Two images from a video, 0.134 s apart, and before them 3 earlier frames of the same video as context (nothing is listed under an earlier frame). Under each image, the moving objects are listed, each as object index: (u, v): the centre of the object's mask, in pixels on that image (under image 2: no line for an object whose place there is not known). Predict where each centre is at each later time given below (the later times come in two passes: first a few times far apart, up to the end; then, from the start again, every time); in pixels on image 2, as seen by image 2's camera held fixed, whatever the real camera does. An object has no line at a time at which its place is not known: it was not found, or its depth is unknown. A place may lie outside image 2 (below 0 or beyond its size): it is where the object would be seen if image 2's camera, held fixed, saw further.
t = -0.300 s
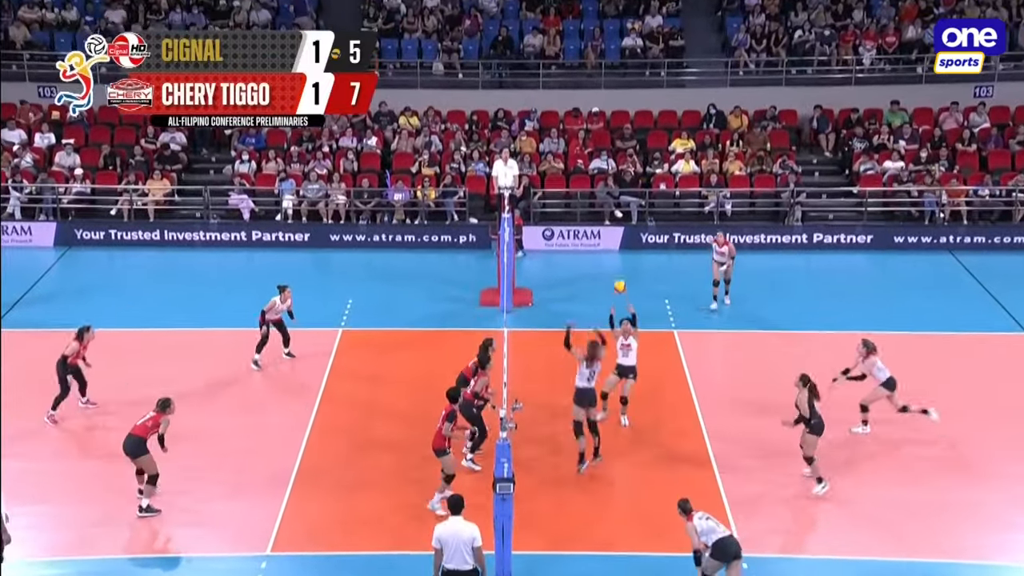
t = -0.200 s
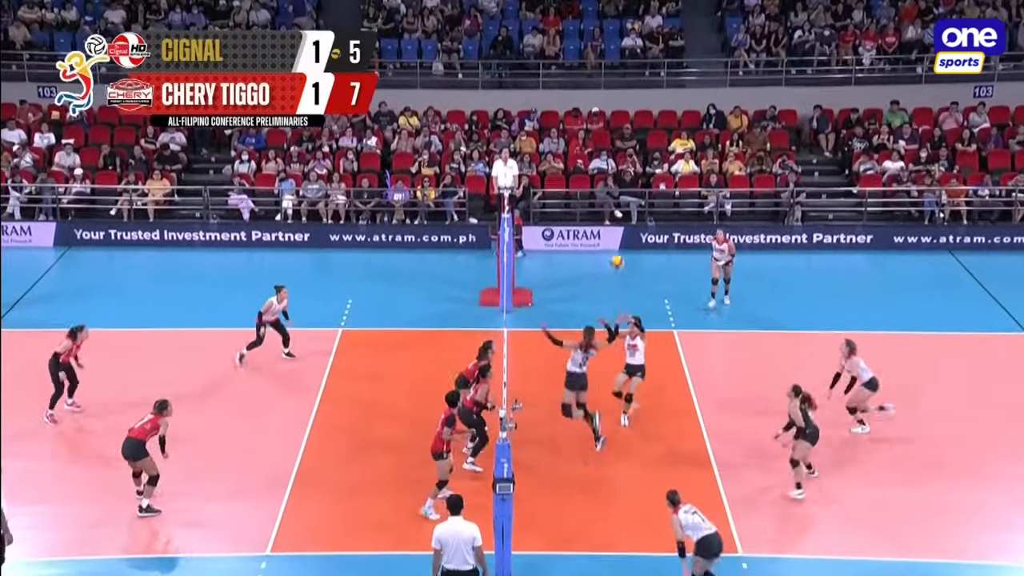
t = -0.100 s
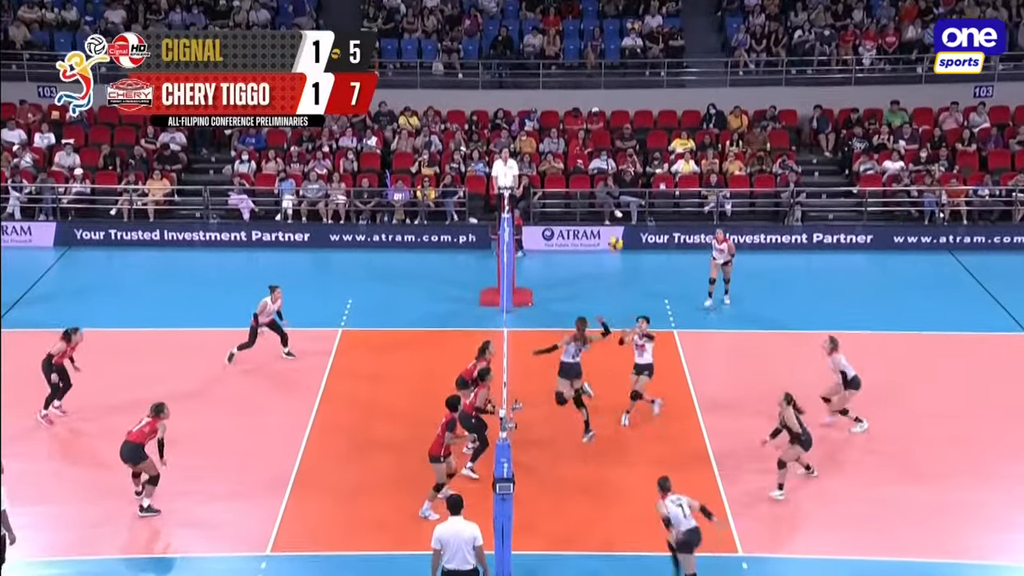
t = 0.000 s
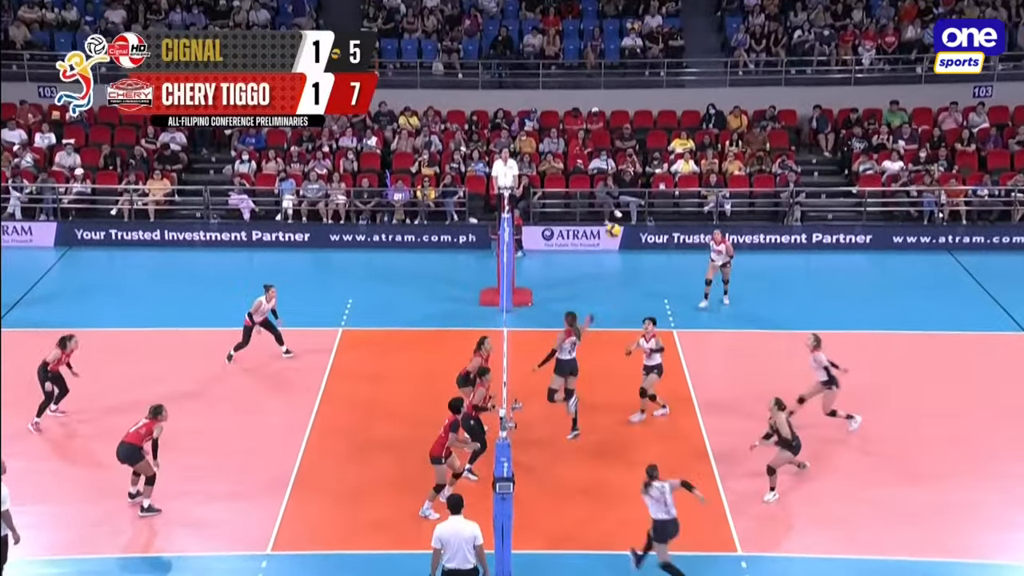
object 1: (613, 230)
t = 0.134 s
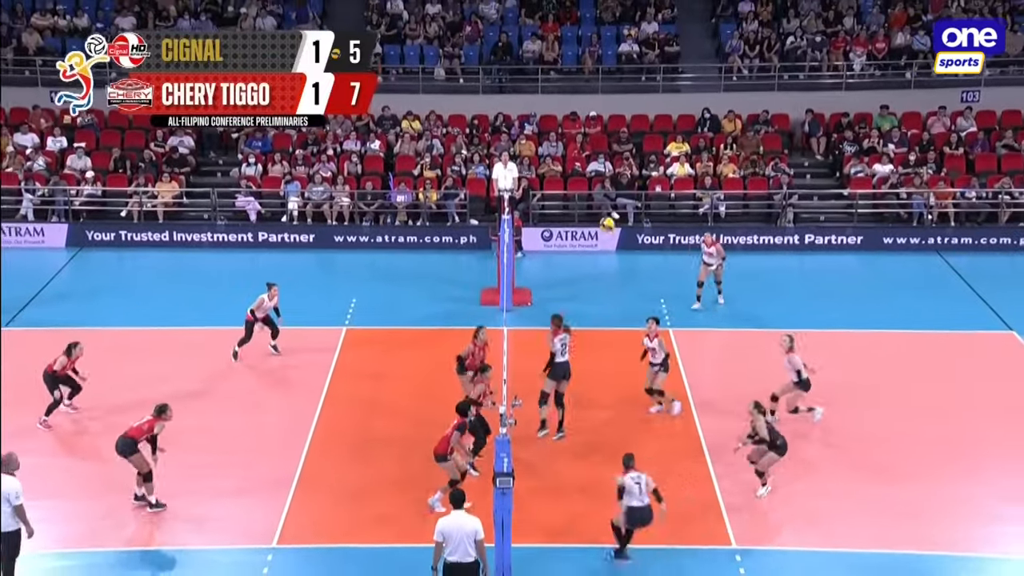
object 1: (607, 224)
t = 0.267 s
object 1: (603, 228)
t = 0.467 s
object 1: (596, 260)
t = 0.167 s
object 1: (606, 224)
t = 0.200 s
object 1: (605, 224)
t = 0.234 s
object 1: (603, 226)
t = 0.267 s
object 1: (603, 228)
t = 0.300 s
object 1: (601, 231)
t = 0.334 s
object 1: (601, 236)
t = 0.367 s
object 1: (599, 241)
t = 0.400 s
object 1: (599, 246)
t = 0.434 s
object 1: (597, 253)
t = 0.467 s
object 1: (596, 260)
